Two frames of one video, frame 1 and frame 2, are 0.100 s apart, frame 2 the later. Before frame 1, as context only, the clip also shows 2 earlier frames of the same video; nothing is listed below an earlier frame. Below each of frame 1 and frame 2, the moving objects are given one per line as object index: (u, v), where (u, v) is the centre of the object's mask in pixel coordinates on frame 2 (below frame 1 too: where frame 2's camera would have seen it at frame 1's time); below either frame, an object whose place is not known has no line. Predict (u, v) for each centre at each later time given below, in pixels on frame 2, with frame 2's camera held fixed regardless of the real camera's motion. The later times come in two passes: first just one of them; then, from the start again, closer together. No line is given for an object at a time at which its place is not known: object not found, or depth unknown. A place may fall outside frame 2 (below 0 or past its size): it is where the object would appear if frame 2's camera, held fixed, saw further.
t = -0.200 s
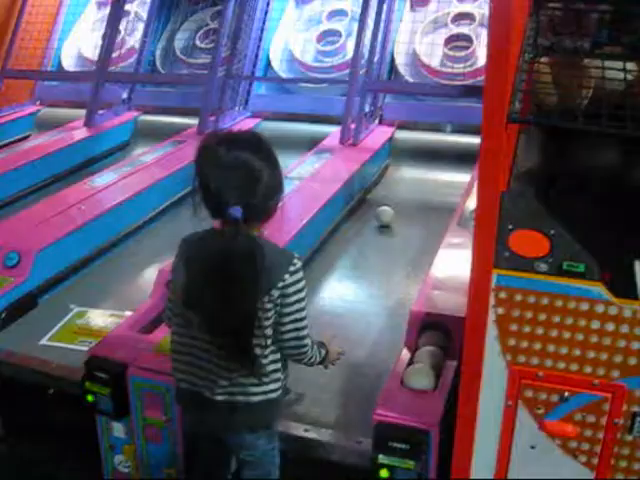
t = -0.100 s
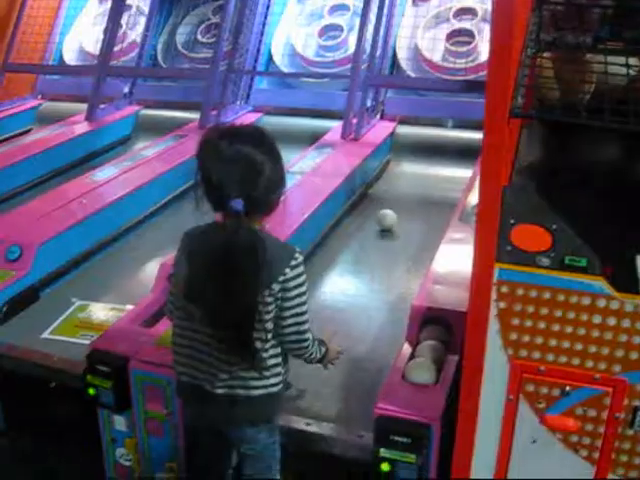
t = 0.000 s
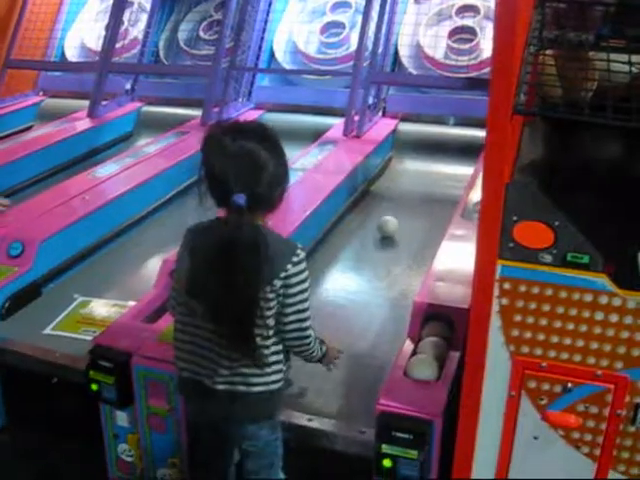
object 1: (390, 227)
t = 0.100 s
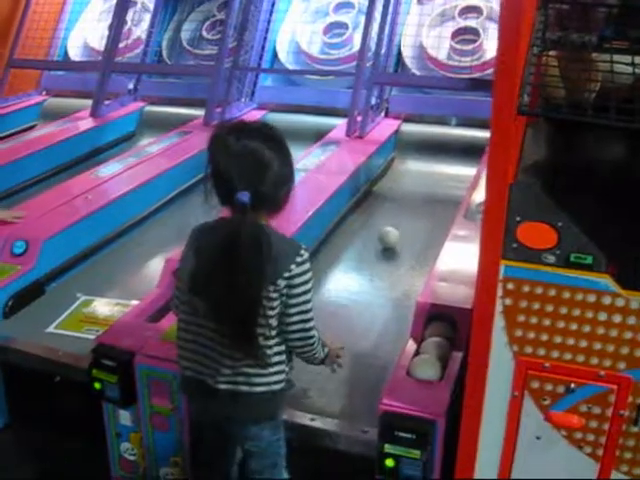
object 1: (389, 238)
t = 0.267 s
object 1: (384, 260)
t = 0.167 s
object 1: (387, 246)
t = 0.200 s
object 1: (386, 251)
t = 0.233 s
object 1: (386, 255)
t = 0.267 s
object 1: (384, 260)
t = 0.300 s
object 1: (383, 265)
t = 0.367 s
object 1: (380, 277)
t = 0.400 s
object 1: (378, 282)
